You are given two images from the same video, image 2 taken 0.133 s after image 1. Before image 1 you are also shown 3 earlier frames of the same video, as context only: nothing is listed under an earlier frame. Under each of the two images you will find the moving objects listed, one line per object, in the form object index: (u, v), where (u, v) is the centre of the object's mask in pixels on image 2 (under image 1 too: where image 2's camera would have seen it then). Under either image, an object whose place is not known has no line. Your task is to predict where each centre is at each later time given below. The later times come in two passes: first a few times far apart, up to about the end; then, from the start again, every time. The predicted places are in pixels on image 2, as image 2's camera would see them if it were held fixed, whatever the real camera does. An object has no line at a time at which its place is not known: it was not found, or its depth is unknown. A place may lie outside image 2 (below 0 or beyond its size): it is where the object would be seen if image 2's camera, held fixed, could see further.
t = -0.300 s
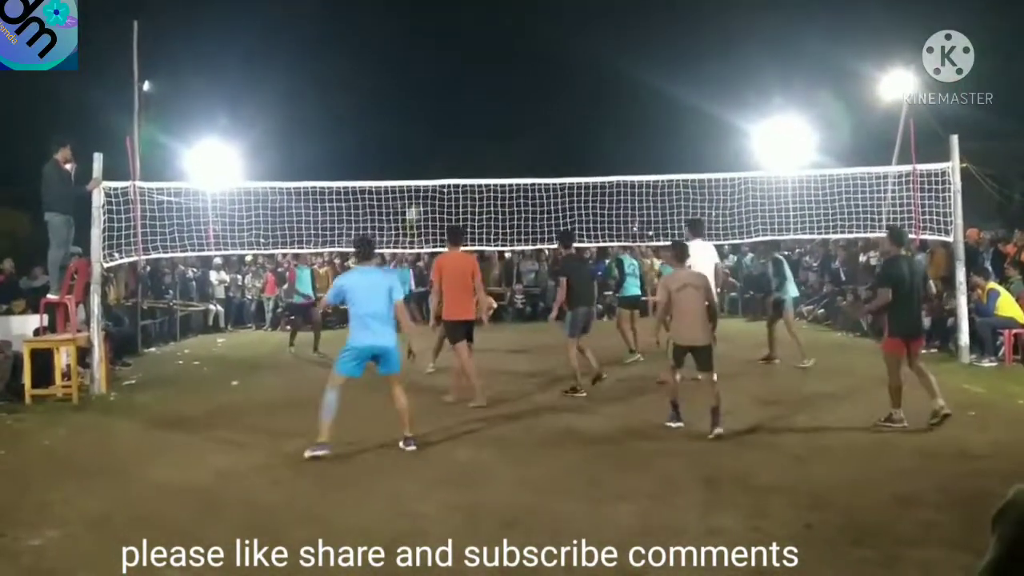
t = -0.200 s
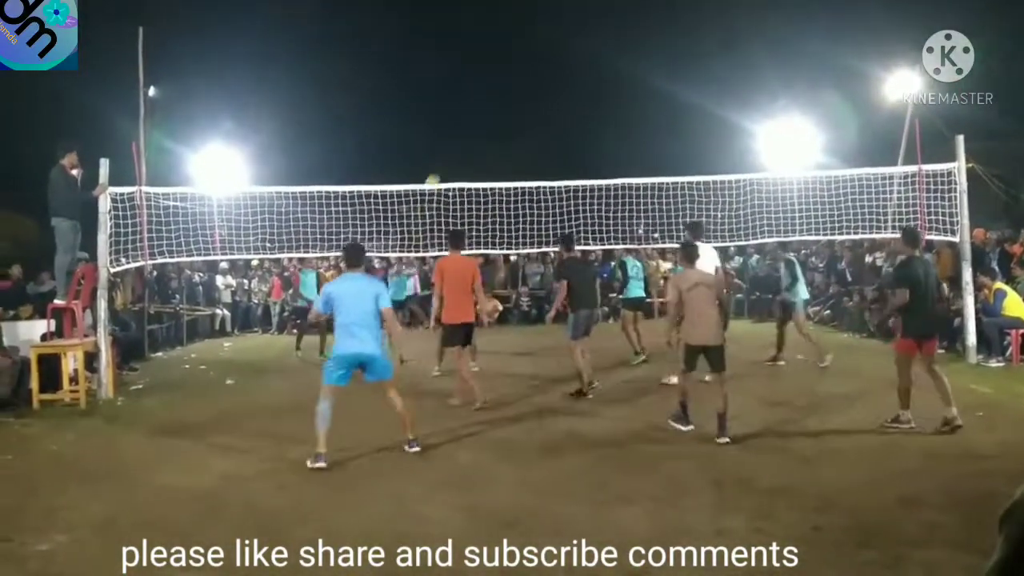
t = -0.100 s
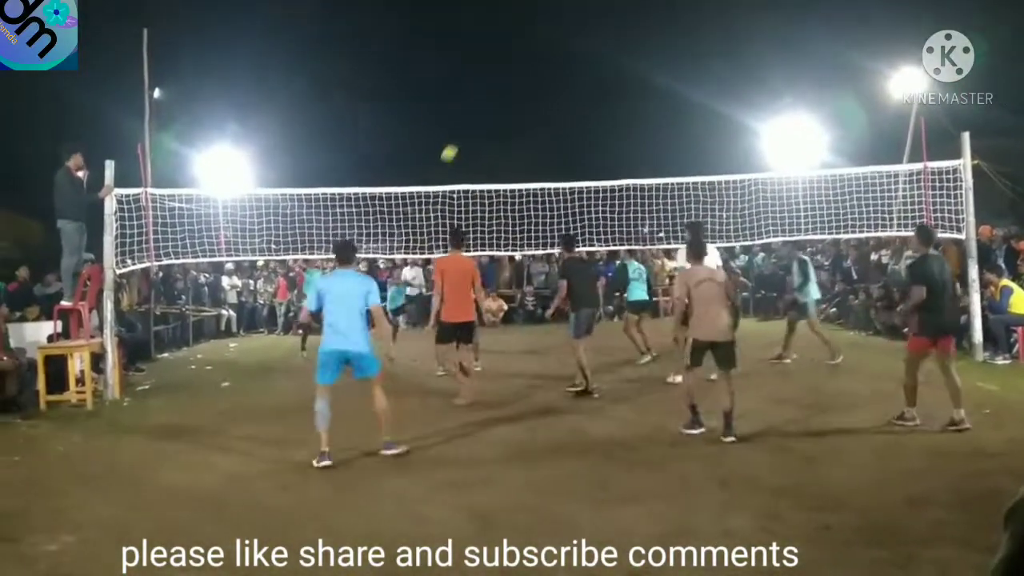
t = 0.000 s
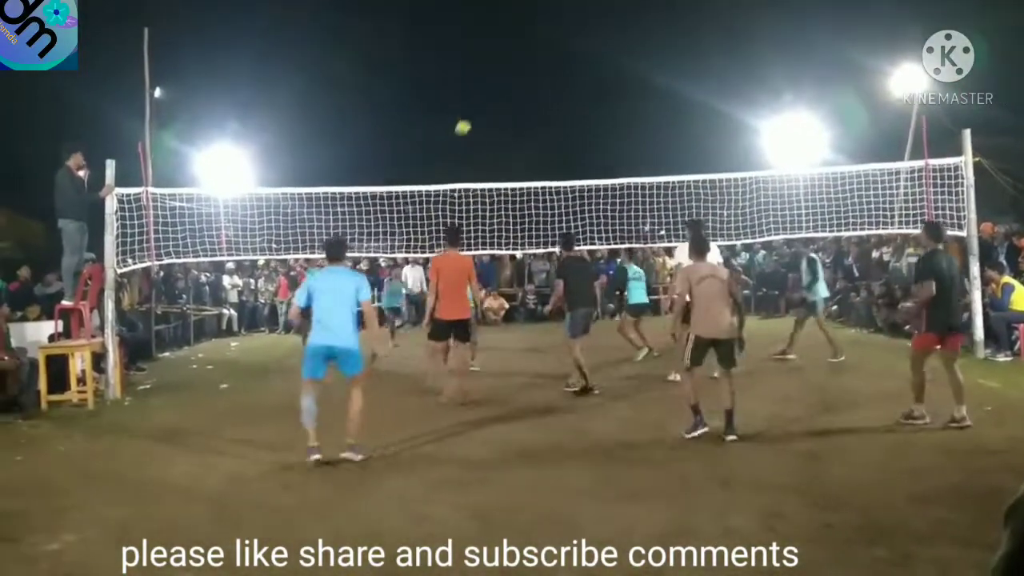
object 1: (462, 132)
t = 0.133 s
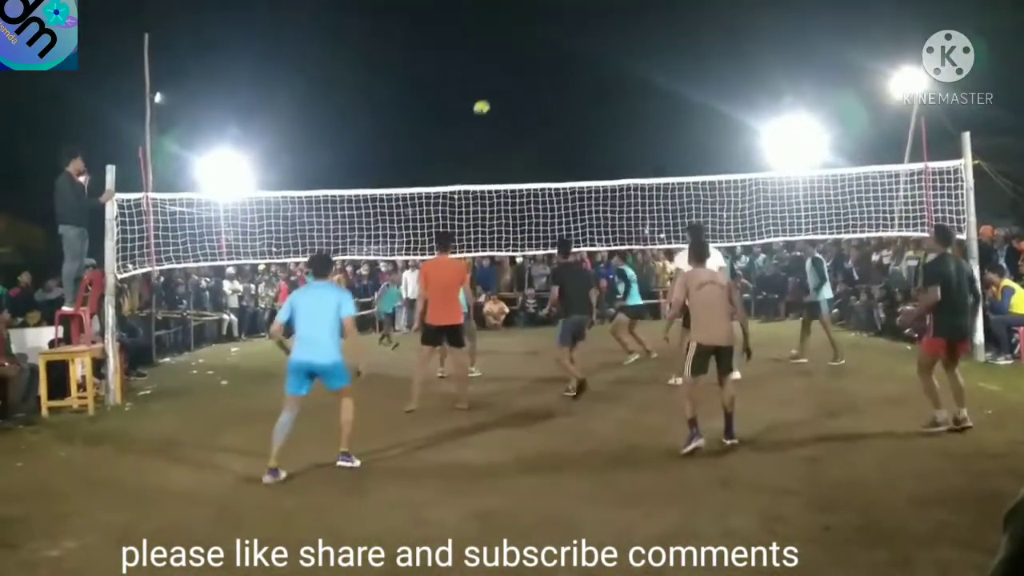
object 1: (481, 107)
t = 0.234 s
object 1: (496, 96)
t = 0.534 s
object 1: (550, 108)
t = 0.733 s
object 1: (586, 153)
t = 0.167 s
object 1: (486, 103)
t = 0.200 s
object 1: (491, 99)
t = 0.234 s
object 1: (496, 96)
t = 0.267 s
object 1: (506, 92)
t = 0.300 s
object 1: (511, 91)
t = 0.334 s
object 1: (517, 91)
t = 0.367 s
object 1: (523, 91)
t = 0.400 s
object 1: (528, 93)
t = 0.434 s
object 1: (533, 96)
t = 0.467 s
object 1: (539, 99)
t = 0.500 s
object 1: (544, 103)
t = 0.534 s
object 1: (550, 108)
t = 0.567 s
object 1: (556, 113)
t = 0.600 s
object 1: (562, 119)
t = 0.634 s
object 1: (567, 127)
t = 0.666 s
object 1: (573, 135)
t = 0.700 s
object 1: (579, 144)
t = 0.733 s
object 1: (586, 153)
